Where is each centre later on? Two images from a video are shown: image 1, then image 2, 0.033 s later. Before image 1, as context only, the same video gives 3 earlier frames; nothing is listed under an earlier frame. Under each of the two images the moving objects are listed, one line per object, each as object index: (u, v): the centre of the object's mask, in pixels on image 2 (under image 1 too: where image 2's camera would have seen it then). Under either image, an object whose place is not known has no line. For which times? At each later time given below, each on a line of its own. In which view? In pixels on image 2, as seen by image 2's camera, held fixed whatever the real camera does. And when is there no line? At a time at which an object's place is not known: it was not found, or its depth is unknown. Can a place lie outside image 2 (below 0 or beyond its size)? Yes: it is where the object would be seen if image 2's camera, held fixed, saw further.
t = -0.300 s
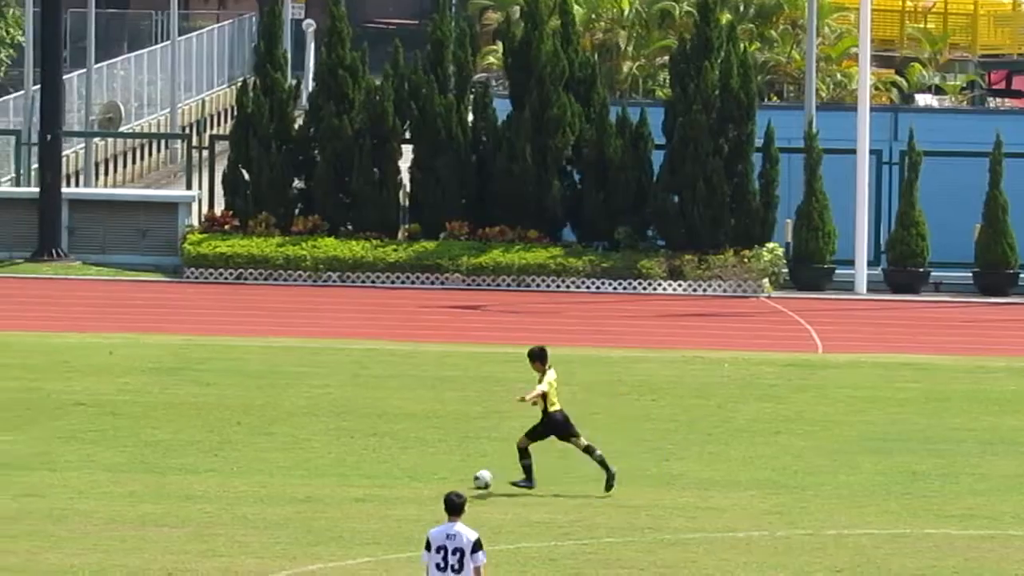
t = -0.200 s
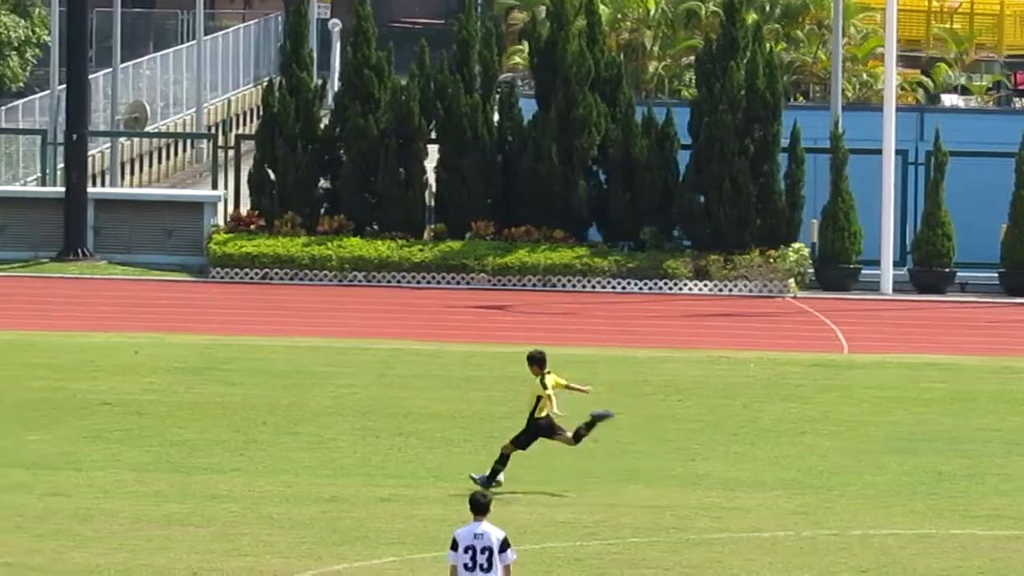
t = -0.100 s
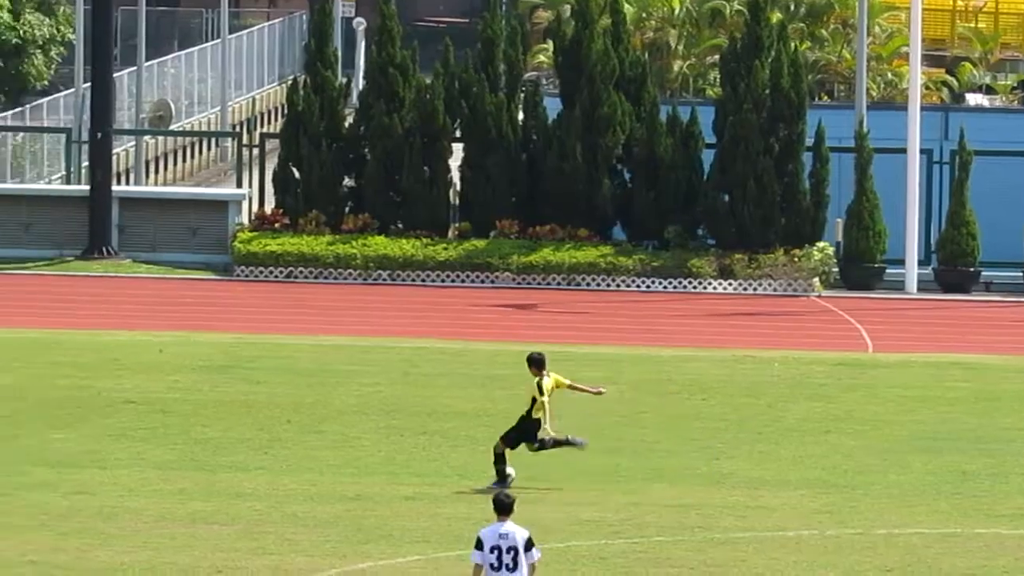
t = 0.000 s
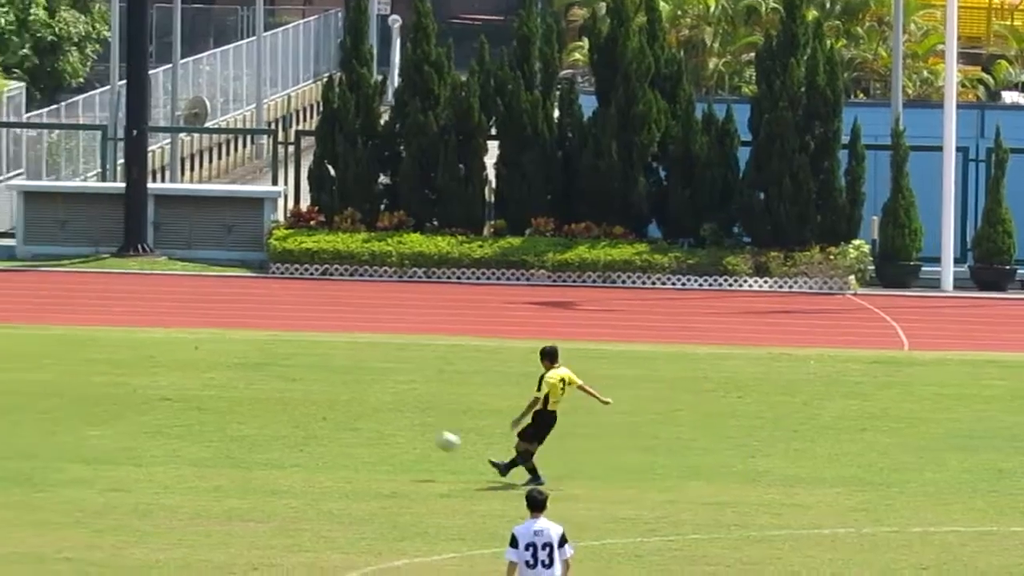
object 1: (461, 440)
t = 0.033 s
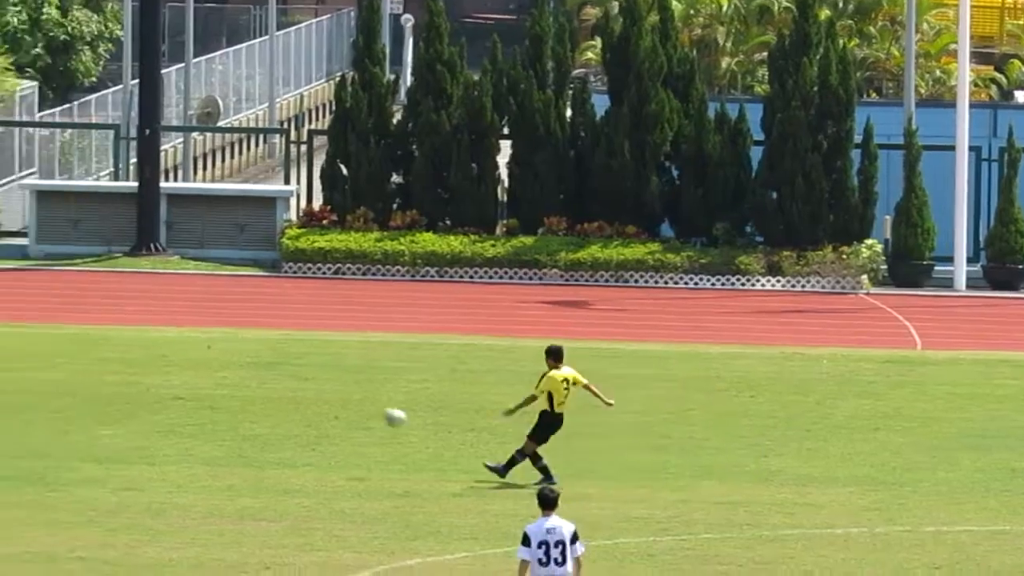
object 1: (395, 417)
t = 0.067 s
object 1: (330, 395)
